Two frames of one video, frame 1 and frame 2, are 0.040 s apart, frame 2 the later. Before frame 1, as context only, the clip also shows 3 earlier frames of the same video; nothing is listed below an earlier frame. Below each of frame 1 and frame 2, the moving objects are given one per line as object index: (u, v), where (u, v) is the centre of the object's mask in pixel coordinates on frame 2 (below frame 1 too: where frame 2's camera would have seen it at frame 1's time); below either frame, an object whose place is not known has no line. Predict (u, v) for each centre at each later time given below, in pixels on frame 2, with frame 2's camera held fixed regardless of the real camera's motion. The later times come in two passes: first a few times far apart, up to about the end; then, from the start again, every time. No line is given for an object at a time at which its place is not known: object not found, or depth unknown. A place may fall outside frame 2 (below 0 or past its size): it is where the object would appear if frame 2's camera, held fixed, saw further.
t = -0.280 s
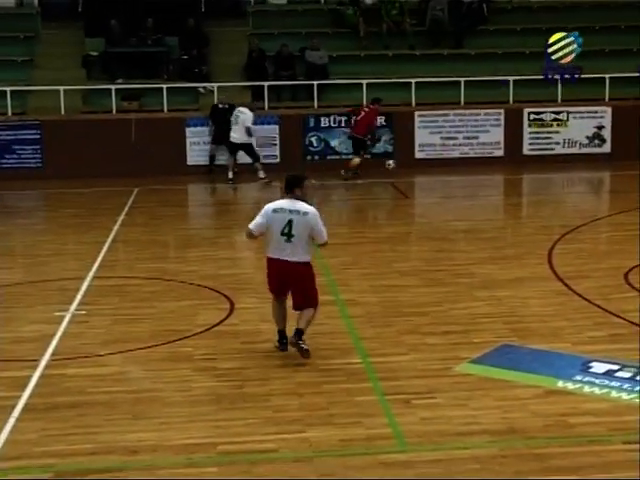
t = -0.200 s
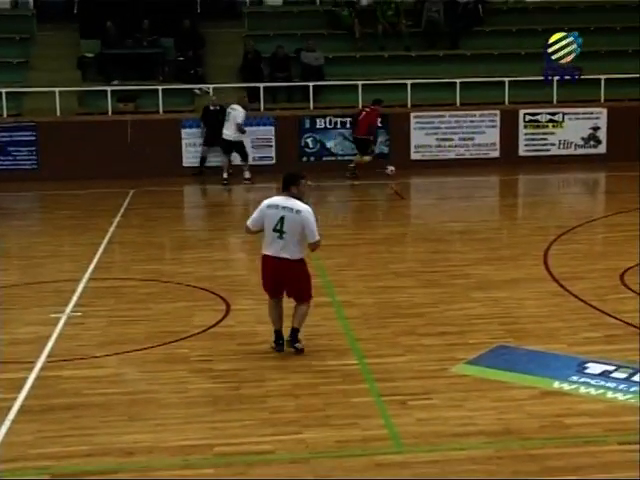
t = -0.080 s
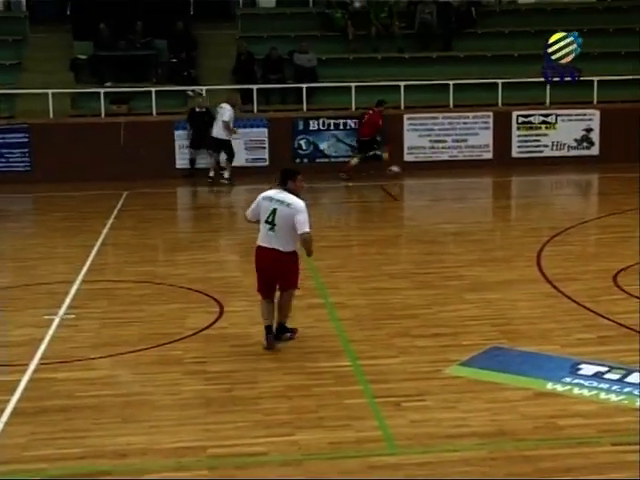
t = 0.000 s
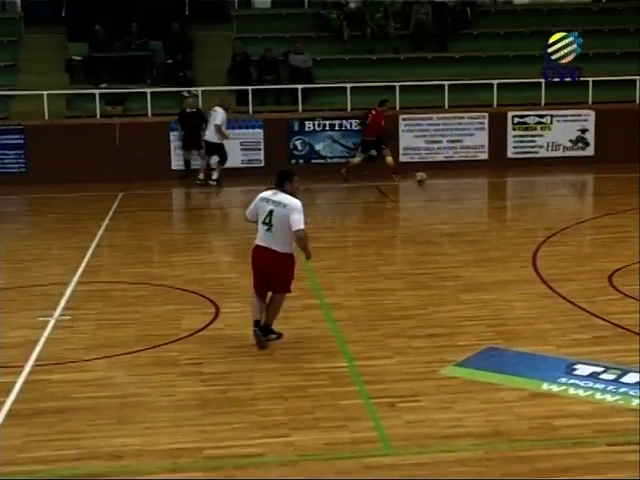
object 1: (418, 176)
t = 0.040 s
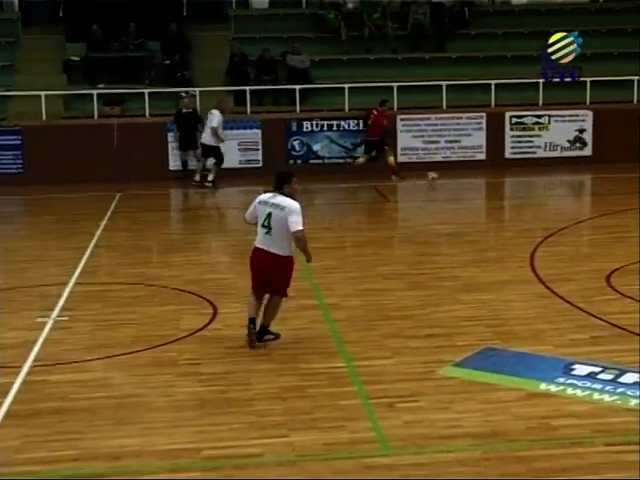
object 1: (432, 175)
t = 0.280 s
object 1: (510, 181)
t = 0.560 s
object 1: (591, 185)
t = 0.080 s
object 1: (445, 175)
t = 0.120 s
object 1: (457, 175)
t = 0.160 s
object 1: (471, 177)
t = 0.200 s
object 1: (486, 178)
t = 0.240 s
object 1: (498, 182)
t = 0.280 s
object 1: (510, 181)
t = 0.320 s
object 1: (523, 181)
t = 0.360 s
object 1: (535, 182)
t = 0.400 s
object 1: (546, 183)
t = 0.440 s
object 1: (559, 185)
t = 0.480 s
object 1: (571, 185)
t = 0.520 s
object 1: (581, 185)
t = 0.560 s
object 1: (591, 185)
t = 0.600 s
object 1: (603, 186)
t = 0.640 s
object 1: (614, 189)
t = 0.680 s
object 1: (625, 189)
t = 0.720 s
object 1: (637, 188)
